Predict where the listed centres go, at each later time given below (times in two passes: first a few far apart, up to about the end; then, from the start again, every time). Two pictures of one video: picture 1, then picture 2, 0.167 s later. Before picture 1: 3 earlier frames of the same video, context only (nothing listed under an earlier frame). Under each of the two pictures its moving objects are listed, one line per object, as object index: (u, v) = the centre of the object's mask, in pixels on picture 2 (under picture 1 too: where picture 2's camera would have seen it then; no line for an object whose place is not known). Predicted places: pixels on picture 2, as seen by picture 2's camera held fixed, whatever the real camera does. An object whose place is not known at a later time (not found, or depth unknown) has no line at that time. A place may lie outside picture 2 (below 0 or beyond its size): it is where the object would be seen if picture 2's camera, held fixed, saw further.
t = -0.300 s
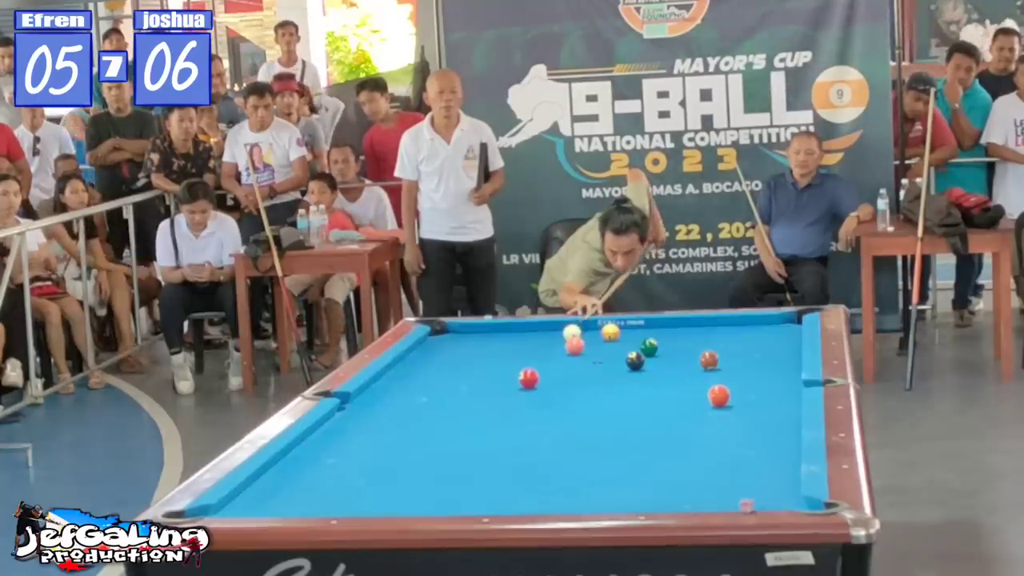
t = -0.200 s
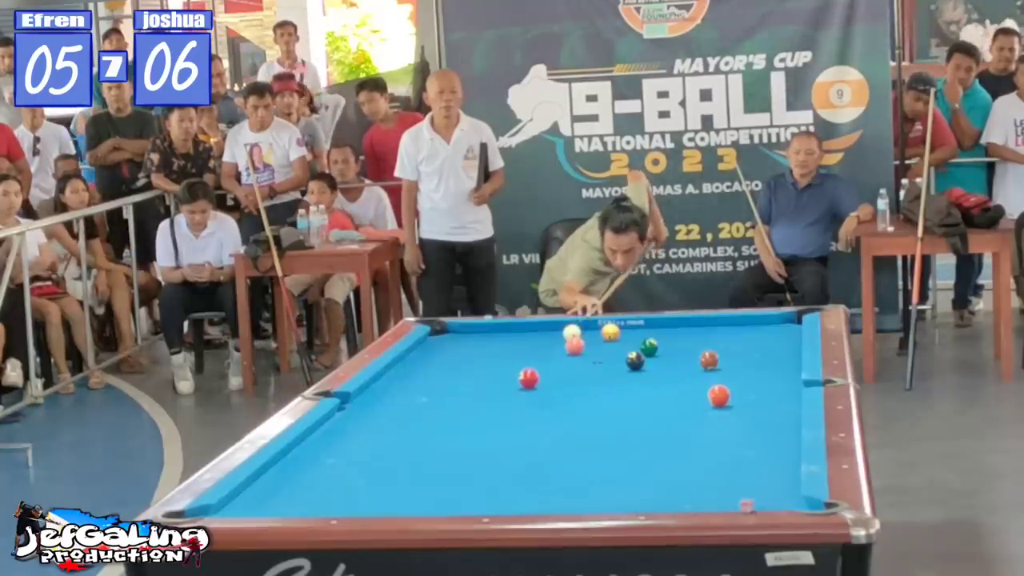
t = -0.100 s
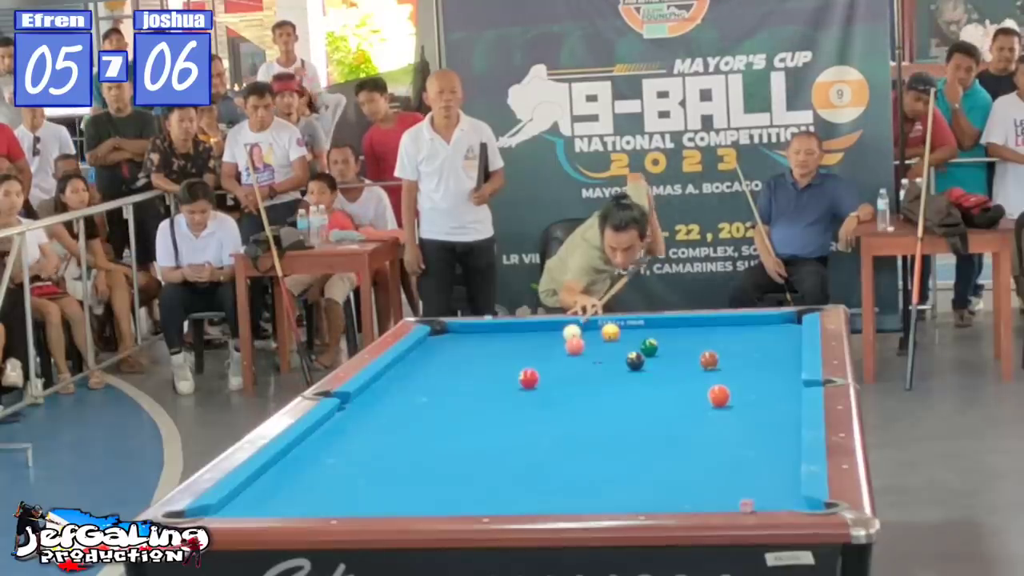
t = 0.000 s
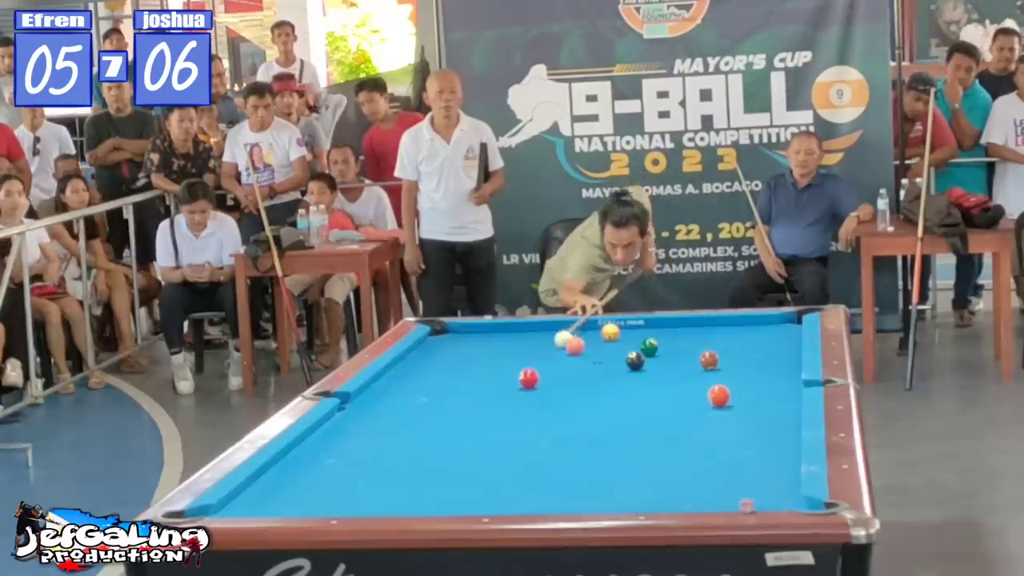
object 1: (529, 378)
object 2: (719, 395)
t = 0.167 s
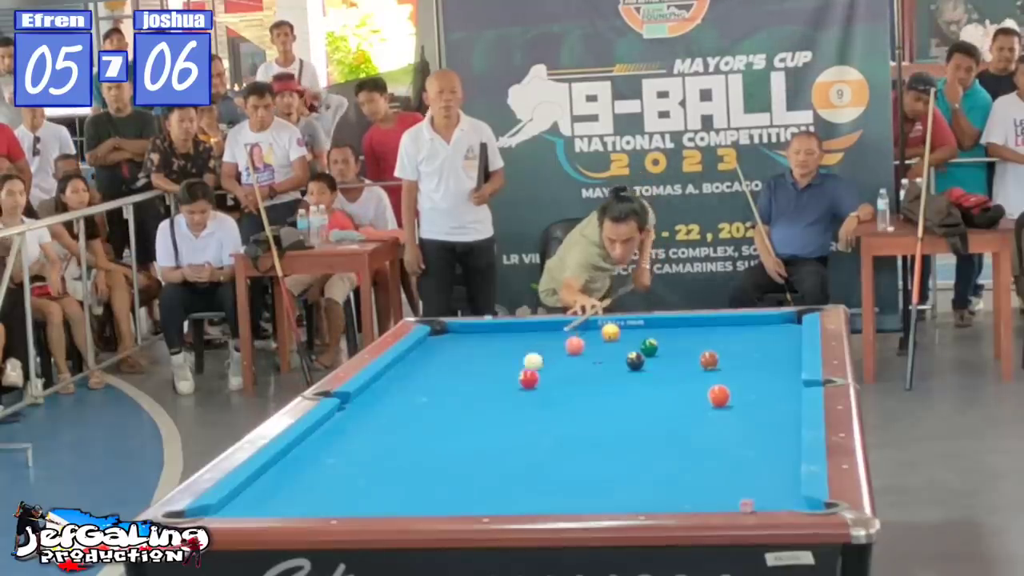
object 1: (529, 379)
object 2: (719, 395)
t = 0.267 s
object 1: (529, 379)
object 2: (719, 395)
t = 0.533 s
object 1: (577, 383)
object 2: (719, 395)
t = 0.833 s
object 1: (626, 389)
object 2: (719, 395)
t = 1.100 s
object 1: (668, 394)
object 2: (719, 395)
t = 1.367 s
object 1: (700, 399)
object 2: (729, 395)
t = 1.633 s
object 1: (709, 404)
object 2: (754, 395)
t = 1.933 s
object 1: (718, 410)
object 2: (780, 394)
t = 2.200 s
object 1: (726, 415)
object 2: (787, 393)
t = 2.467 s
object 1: (733, 419)
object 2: (777, 394)
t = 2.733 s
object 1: (739, 423)
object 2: (769, 394)
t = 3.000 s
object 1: (745, 426)
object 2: (763, 394)
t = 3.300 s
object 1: (751, 430)
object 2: (757, 394)
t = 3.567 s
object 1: (753, 433)
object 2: (754, 394)
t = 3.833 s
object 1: (756, 436)
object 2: (753, 394)
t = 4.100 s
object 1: (757, 438)
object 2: (753, 394)
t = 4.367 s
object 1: (758, 439)
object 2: (753, 394)
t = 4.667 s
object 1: (760, 440)
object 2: (753, 394)
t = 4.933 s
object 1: (760, 441)
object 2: (753, 394)
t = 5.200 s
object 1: (760, 441)
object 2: (753, 394)
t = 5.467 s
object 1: (760, 441)
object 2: (753, 394)
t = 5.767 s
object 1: (760, 441)
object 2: (753, 394)
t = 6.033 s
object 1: (760, 441)
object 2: (753, 394)
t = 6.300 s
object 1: (760, 441)
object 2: (753, 394)
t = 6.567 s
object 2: (753, 394)
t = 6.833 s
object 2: (753, 394)
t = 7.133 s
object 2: (753, 394)
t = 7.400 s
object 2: (754, 394)
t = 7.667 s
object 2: (753, 394)
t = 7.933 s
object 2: (753, 394)
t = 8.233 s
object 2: (753, 394)
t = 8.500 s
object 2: (753, 394)
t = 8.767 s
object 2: (753, 394)
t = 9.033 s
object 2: (753, 394)
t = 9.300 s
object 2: (753, 394)
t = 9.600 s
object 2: (753, 394)
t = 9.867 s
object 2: (753, 394)
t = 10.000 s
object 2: (753, 394)
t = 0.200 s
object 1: (529, 379)
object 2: (719, 395)
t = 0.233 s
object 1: (529, 379)
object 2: (719, 395)
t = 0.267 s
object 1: (529, 379)
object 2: (719, 395)
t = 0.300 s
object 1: (536, 379)
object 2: (719, 395)
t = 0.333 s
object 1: (543, 380)
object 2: (719, 395)
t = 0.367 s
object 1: (550, 381)
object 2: (719, 395)
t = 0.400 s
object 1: (555, 381)
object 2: (719, 395)
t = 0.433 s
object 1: (561, 382)
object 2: (719, 395)
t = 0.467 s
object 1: (566, 383)
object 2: (719, 395)
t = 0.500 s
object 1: (572, 383)
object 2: (719, 395)
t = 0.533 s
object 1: (577, 383)
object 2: (719, 395)
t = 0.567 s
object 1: (582, 384)
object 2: (719, 395)
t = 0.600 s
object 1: (588, 385)
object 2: (719, 395)
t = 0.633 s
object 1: (593, 385)
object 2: (719, 395)
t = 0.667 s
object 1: (599, 386)
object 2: (719, 395)
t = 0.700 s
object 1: (604, 387)
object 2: (719, 395)
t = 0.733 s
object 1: (609, 387)
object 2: (719, 395)
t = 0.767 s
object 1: (615, 388)
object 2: (719, 395)
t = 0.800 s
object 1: (620, 388)
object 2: (719, 395)
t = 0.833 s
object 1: (626, 389)
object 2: (719, 395)
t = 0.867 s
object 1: (631, 389)
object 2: (719, 395)
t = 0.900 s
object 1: (636, 390)
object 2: (719, 395)
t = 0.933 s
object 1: (641, 390)
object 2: (719, 395)
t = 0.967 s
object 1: (647, 391)
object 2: (719, 395)
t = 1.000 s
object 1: (652, 392)
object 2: (719, 395)
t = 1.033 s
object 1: (658, 392)
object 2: (719, 395)
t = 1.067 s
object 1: (663, 393)
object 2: (719, 395)
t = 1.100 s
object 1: (668, 394)
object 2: (719, 395)
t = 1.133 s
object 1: (674, 394)
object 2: (719, 395)
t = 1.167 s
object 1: (679, 395)
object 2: (719, 395)
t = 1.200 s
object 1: (685, 395)
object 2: (719, 395)
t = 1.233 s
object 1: (689, 396)
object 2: (719, 395)
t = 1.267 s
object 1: (695, 397)
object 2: (719, 395)
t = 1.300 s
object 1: (698, 397)
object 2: (721, 395)
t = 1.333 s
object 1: (698, 398)
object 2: (726, 395)
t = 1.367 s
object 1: (700, 399)
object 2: (729, 395)
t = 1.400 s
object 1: (701, 399)
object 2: (732, 395)
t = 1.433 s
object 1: (702, 400)
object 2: (735, 395)
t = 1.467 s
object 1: (703, 401)
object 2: (739, 395)
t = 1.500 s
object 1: (704, 401)
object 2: (742, 395)
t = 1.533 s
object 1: (705, 402)
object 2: (745, 395)
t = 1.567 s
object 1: (706, 403)
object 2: (748, 395)
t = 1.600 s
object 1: (707, 403)
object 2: (751, 395)
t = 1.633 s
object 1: (709, 404)
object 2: (754, 395)
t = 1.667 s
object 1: (710, 405)
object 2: (757, 395)
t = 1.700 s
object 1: (711, 405)
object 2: (760, 394)
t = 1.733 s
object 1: (712, 406)
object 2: (763, 394)
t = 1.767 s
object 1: (713, 407)
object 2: (765, 394)
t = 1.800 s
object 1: (714, 407)
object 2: (768, 394)
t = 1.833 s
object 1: (715, 408)
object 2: (771, 394)
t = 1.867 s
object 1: (716, 409)
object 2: (774, 394)
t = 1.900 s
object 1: (717, 409)
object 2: (777, 394)
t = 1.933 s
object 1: (718, 410)
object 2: (780, 394)
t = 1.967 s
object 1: (720, 410)
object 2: (782, 394)
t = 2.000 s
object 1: (720, 411)
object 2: (785, 394)
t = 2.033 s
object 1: (721, 412)
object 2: (787, 394)
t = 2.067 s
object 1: (722, 412)
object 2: (790, 393)
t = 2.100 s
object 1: (723, 413)
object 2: (791, 394)
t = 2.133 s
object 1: (724, 413)
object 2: (790, 394)
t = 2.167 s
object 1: (725, 414)
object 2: (789, 393)
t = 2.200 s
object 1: (726, 415)
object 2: (787, 393)
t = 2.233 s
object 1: (727, 415)
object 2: (786, 394)
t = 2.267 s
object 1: (728, 416)
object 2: (785, 394)
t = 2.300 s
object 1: (729, 416)
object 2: (783, 394)
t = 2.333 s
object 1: (730, 417)
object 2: (782, 394)
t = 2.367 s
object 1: (731, 417)
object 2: (781, 394)
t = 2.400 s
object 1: (732, 418)
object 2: (780, 394)
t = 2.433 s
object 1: (733, 418)
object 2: (778, 394)
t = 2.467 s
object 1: (733, 419)
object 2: (777, 394)
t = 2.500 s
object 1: (734, 419)
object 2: (776, 394)
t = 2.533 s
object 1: (735, 420)
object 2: (775, 394)
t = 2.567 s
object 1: (736, 420)
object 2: (774, 394)
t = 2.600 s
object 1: (736, 421)
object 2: (773, 394)
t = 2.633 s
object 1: (737, 421)
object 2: (772, 394)
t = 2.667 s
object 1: (738, 422)
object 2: (771, 394)
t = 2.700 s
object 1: (738, 422)
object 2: (770, 394)
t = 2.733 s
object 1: (739, 423)
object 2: (769, 394)
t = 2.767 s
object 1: (740, 423)
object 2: (768, 394)
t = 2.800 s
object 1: (741, 424)
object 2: (767, 394)
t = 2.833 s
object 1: (742, 424)
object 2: (766, 394)
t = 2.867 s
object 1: (743, 425)
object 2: (766, 394)
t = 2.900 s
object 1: (743, 425)
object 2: (765, 394)
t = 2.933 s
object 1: (744, 426)
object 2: (764, 394)
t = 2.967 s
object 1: (745, 426)
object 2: (763, 394)
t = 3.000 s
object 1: (745, 426)
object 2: (763, 394)
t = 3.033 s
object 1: (746, 427)
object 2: (762, 394)
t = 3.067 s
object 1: (747, 427)
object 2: (761, 394)
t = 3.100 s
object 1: (747, 428)
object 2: (761, 394)
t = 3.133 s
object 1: (748, 428)
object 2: (760, 394)
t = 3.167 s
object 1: (748, 429)
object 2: (759, 394)
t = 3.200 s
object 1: (749, 429)
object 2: (759, 394)
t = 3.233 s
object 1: (749, 430)
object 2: (758, 394)
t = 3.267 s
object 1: (750, 430)
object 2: (758, 394)
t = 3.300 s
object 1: (751, 430)
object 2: (757, 394)
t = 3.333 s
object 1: (751, 431)
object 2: (757, 394)
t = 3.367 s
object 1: (751, 431)
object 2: (756, 394)
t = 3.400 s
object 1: (752, 431)
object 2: (756, 394)
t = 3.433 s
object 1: (752, 432)
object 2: (756, 394)
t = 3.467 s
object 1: (752, 432)
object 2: (755, 394)
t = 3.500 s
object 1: (753, 432)
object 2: (755, 394)
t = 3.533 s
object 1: (753, 433)
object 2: (755, 394)
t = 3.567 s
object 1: (753, 433)
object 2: (754, 394)
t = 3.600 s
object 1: (754, 433)
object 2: (754, 394)
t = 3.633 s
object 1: (754, 434)
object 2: (754, 394)
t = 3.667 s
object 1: (754, 434)
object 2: (753, 394)
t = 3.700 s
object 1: (755, 434)
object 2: (753, 394)
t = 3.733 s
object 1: (755, 435)
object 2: (753, 394)
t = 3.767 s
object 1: (755, 435)
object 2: (753, 394)
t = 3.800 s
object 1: (755, 435)
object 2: (753, 394)
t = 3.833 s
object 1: (756, 436)
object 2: (753, 394)
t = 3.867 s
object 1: (756, 436)
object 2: (753, 394)
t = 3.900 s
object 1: (756, 436)
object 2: (753, 394)
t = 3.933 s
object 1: (756, 437)
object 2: (753, 394)
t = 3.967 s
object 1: (757, 437)
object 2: (753, 394)
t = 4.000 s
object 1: (757, 437)
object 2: (753, 394)
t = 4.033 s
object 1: (757, 437)
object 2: (753, 394)
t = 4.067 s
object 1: (757, 437)
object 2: (753, 394)
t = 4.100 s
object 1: (757, 438)
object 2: (753, 394)
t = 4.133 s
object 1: (757, 438)
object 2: (753, 394)
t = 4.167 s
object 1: (757, 438)
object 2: (753, 394)
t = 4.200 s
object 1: (757, 438)
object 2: (753, 394)
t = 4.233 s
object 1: (758, 438)
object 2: (753, 394)
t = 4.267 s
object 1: (758, 439)
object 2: (753, 394)
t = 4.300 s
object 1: (758, 439)
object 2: (753, 394)
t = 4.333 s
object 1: (758, 439)
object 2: (753, 394)
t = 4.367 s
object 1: (758, 439)
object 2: (753, 394)
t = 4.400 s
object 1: (758, 439)
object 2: (753, 394)
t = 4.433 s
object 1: (759, 439)
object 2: (753, 394)
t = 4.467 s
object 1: (759, 440)
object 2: (753, 394)
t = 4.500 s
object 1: (759, 440)
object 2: (753, 394)
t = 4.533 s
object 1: (759, 440)
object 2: (753, 394)
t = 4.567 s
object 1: (759, 440)
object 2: (753, 394)
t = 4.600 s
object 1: (760, 440)
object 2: (753, 394)
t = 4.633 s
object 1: (760, 440)
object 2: (753, 394)
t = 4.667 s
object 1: (760, 440)
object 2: (753, 394)
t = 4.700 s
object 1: (760, 440)
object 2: (753, 394)
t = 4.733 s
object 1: (760, 441)
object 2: (753, 394)
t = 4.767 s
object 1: (760, 441)
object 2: (753, 394)
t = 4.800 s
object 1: (760, 441)
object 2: (753, 394)
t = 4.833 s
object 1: (760, 441)
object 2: (753, 394)
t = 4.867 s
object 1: (760, 441)
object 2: (753, 394)
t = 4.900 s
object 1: (760, 441)
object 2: (753, 394)
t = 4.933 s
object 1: (760, 441)
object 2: (753, 394)
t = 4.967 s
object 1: (760, 441)
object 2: (753, 394)
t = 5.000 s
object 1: (760, 441)
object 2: (753, 394)
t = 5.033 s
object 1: (760, 441)
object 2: (753, 394)
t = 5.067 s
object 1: (760, 441)
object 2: (753, 394)
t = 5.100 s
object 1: (760, 441)
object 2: (753, 394)
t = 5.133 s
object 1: (760, 441)
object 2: (753, 394)
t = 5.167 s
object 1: (760, 441)
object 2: (753, 394)
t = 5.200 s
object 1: (760, 441)
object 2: (753, 394)
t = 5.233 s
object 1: (760, 441)
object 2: (753, 394)
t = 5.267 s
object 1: (760, 441)
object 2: (753, 394)
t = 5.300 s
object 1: (760, 441)
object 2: (753, 394)
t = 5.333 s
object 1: (760, 441)
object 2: (753, 394)
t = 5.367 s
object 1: (760, 441)
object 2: (753, 394)
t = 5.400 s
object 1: (760, 441)
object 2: (753, 394)
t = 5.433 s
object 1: (760, 441)
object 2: (753, 394)
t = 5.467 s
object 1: (760, 441)
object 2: (753, 394)
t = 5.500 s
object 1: (760, 441)
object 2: (753, 394)
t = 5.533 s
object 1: (760, 441)
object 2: (753, 394)
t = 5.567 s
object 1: (760, 441)
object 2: (753, 394)
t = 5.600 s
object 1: (760, 441)
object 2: (753, 394)
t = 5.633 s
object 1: (760, 441)
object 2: (753, 394)
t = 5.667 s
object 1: (760, 441)
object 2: (753, 394)
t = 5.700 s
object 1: (760, 441)
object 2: (753, 394)
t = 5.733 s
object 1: (760, 441)
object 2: (753, 394)
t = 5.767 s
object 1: (760, 441)
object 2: (753, 394)
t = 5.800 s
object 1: (760, 441)
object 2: (753, 394)
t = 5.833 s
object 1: (760, 441)
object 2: (753, 394)
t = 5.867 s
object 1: (760, 441)
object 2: (753, 394)
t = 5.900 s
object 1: (760, 441)
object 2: (753, 394)
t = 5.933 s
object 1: (760, 441)
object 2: (753, 394)
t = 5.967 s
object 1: (760, 441)
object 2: (753, 394)
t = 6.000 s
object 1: (760, 441)
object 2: (753, 394)
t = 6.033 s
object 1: (760, 441)
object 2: (753, 394)
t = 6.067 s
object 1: (760, 441)
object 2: (753, 394)
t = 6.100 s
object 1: (760, 441)
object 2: (753, 394)
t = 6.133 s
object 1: (760, 441)
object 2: (753, 394)
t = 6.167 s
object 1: (760, 441)
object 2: (753, 394)
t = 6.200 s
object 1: (760, 441)
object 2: (753, 394)
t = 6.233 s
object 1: (760, 441)
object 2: (753, 394)
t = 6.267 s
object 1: (760, 441)
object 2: (753, 394)
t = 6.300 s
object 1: (760, 441)
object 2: (753, 394)
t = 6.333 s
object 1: (760, 441)
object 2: (753, 394)
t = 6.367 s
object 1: (760, 441)
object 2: (753, 394)
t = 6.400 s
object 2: (753, 394)
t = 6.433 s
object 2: (753, 394)
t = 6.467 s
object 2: (753, 394)
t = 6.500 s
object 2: (753, 394)
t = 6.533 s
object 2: (753, 394)
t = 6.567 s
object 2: (753, 394)
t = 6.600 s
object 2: (753, 394)
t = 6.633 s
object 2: (753, 394)
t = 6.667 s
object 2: (753, 394)
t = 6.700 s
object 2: (753, 394)
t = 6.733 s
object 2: (753, 394)
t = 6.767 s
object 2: (754, 394)
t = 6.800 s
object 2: (753, 394)
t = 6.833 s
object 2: (753, 394)
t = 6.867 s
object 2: (753, 394)
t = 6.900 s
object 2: (753, 394)
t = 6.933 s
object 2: (753, 394)
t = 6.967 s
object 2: (753, 394)
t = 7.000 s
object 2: (753, 394)
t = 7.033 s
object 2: (753, 394)
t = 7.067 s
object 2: (753, 394)
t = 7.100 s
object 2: (753, 394)
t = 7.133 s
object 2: (753, 394)
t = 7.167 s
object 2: (754, 394)
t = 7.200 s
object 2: (754, 394)
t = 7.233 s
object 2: (754, 394)
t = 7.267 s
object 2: (754, 394)
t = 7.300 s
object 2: (754, 394)
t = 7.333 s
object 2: (754, 394)
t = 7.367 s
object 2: (754, 394)
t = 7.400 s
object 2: (754, 394)
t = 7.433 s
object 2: (754, 394)
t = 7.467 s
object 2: (754, 394)
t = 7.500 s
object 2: (754, 394)
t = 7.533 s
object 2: (754, 394)
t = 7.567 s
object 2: (753, 394)
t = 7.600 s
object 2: (753, 394)
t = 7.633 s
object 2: (753, 394)
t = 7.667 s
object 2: (753, 394)
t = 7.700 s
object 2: (753, 394)
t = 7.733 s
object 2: (753, 394)
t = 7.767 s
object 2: (753, 394)
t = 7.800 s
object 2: (753, 394)
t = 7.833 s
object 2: (753, 394)
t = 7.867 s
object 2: (753, 394)
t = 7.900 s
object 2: (753, 394)
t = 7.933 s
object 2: (753, 394)
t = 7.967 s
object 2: (753, 394)
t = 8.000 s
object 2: (753, 394)
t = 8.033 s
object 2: (753, 394)
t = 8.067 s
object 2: (753, 394)
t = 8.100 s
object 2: (753, 394)
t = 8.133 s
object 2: (753, 394)
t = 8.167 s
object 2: (753, 394)
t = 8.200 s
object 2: (753, 394)
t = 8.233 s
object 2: (753, 394)
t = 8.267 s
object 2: (753, 394)
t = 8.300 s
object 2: (753, 394)
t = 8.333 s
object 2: (753, 394)
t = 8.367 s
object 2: (753, 394)
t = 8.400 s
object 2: (753, 394)
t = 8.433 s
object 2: (753, 394)
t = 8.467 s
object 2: (753, 394)
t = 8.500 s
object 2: (753, 394)
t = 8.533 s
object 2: (753, 394)
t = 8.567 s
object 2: (753, 394)
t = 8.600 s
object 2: (753, 394)
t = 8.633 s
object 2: (753, 394)
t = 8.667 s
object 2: (753, 394)
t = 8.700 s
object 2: (753, 394)
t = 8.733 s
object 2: (753, 394)
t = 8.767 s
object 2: (753, 394)
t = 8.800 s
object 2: (753, 394)
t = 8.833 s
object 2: (753, 394)
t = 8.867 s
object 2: (753, 394)
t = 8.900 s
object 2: (753, 394)
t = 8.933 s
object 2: (753, 394)
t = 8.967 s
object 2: (753, 394)
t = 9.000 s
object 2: (753, 394)
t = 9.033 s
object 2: (753, 394)
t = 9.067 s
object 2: (753, 394)
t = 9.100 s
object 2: (753, 394)
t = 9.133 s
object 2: (753, 394)
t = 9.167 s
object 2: (753, 394)
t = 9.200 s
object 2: (753, 394)
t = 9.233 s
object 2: (753, 394)
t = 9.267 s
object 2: (753, 394)
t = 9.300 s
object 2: (753, 394)
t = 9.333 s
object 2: (753, 394)
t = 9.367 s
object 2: (753, 394)
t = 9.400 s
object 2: (753, 394)
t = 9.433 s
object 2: (753, 394)
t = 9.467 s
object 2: (753, 394)
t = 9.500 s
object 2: (753, 394)
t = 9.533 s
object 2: (753, 394)
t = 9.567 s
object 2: (753, 394)
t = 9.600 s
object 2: (753, 394)
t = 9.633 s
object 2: (753, 394)
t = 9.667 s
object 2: (753, 394)
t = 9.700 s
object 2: (753, 394)
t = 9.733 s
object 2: (753, 394)
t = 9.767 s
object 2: (753, 394)
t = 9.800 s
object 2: (753, 394)
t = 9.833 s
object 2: (753, 394)
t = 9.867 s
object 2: (753, 394)
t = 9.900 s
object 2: (753, 394)
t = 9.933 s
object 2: (753, 394)
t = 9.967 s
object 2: (753, 394)
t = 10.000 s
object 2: (753, 394)
